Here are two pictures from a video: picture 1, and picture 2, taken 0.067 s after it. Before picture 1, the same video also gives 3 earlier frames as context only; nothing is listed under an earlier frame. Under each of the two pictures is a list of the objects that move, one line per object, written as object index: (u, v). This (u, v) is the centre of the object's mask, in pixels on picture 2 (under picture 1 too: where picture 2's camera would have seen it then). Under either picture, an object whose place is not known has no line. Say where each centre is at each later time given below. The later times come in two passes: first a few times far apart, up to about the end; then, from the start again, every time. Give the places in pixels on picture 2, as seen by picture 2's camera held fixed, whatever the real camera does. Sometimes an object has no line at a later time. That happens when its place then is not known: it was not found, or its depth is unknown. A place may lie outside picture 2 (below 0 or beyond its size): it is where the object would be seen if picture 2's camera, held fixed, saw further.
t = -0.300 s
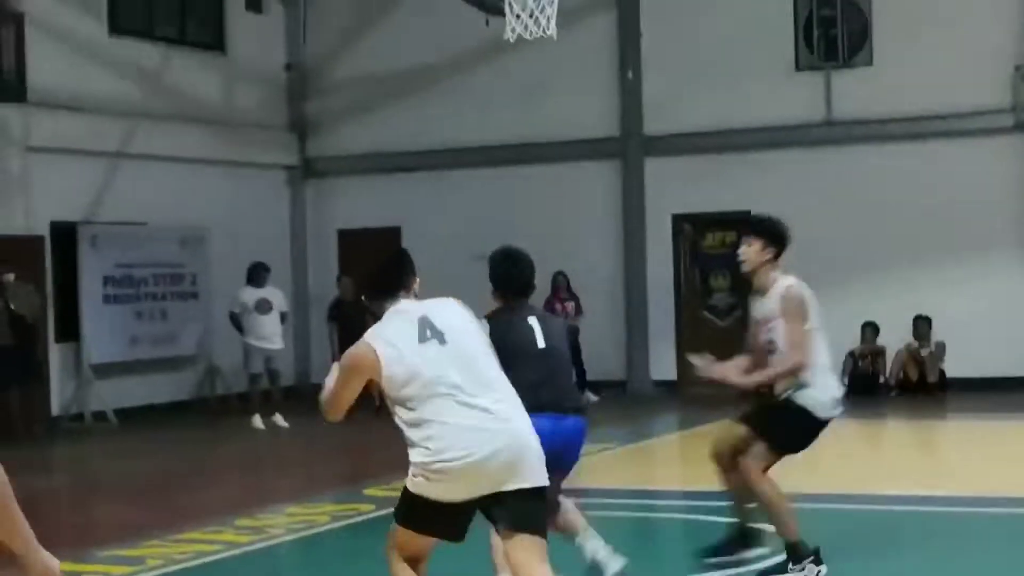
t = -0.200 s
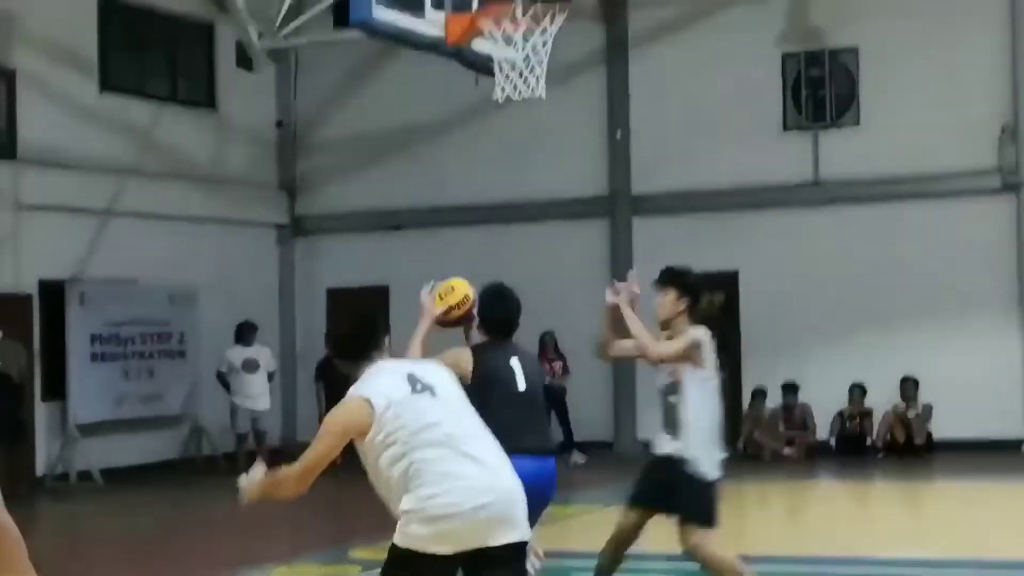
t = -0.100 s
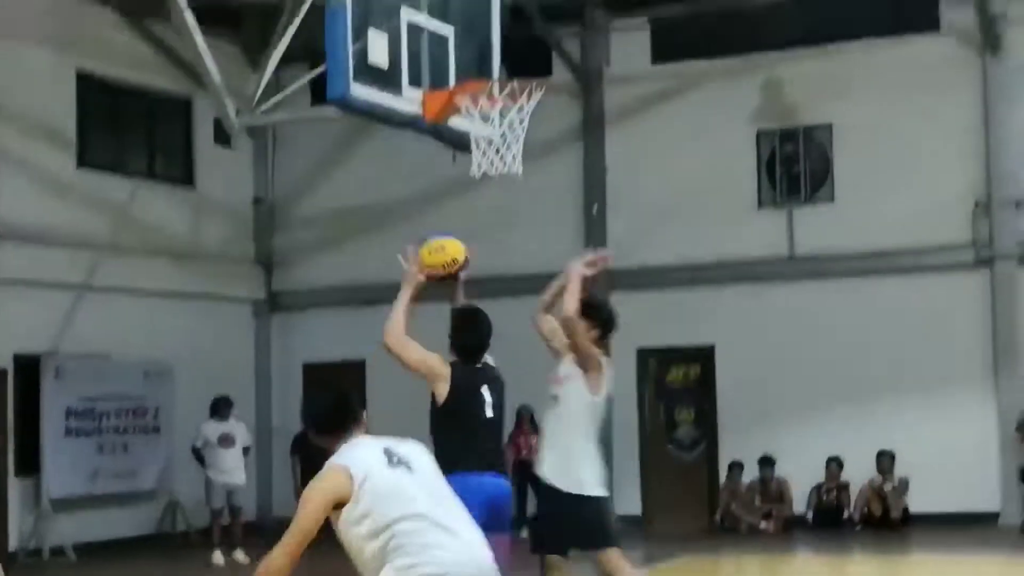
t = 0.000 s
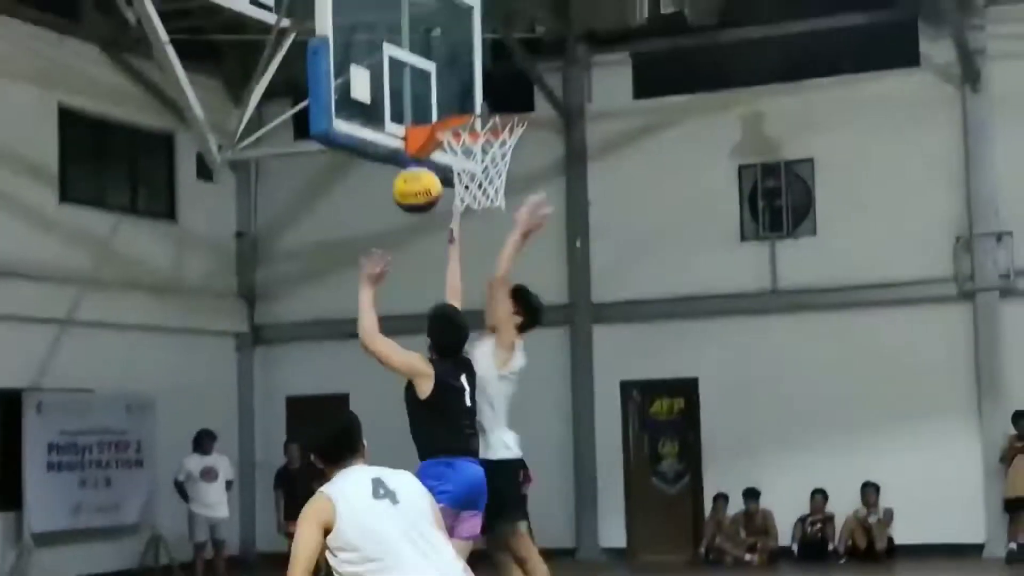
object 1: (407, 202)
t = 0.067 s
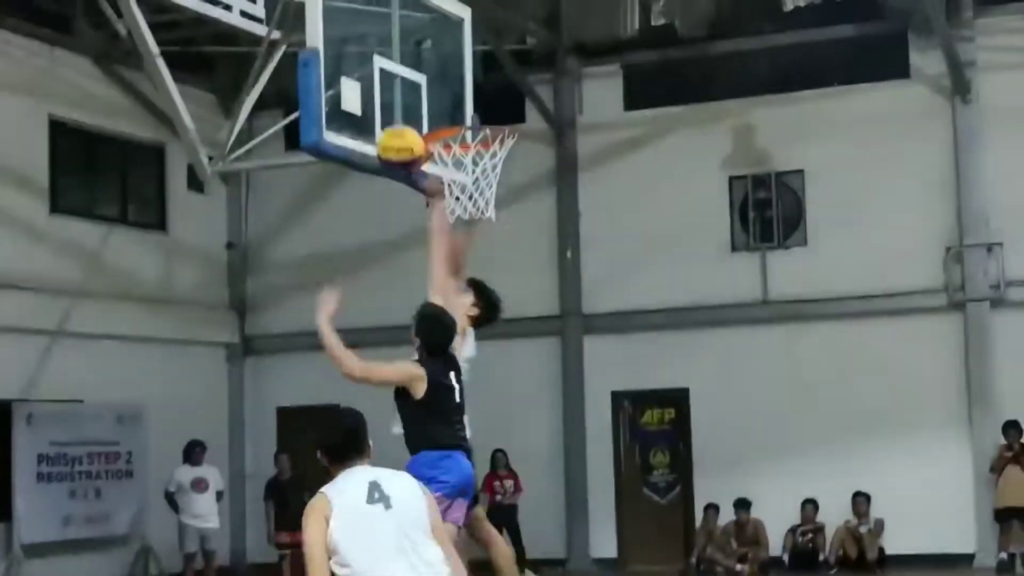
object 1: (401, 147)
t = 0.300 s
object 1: (401, 48)
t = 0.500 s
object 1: (462, 60)
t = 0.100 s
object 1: (397, 125)
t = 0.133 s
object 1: (394, 106)
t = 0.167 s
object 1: (390, 89)
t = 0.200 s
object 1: (388, 74)
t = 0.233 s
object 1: (385, 62)
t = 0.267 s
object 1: (390, 54)
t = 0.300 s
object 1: (401, 48)
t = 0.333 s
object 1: (411, 45)
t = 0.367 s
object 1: (420, 45)
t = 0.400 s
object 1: (431, 46)
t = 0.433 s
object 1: (441, 48)
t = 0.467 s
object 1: (450, 53)
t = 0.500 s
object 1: (462, 60)
